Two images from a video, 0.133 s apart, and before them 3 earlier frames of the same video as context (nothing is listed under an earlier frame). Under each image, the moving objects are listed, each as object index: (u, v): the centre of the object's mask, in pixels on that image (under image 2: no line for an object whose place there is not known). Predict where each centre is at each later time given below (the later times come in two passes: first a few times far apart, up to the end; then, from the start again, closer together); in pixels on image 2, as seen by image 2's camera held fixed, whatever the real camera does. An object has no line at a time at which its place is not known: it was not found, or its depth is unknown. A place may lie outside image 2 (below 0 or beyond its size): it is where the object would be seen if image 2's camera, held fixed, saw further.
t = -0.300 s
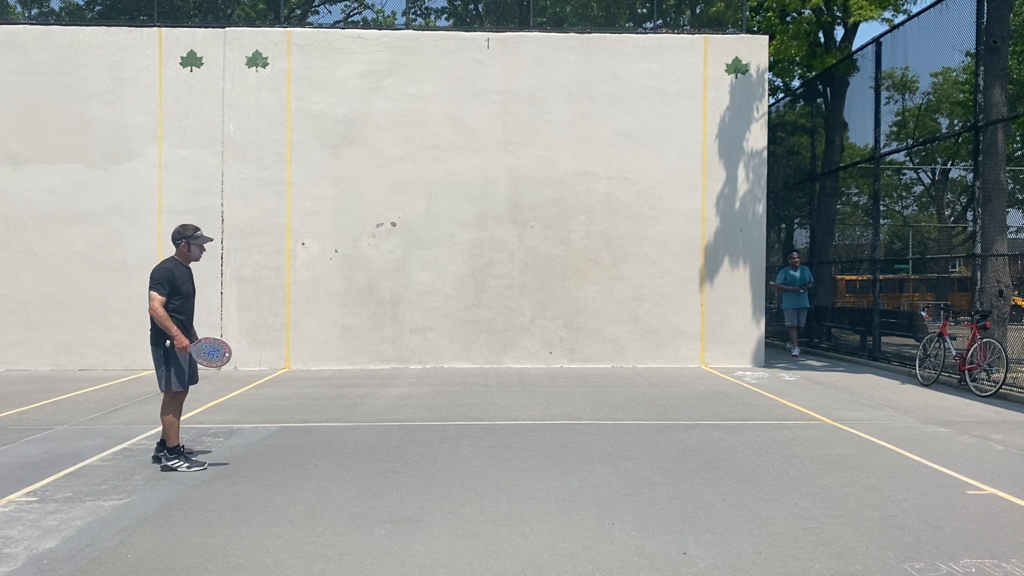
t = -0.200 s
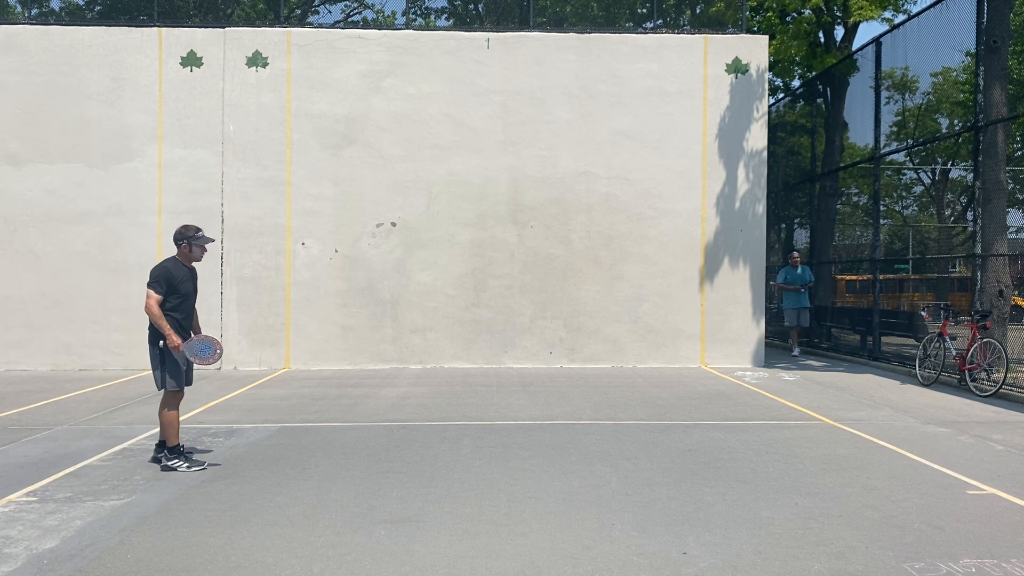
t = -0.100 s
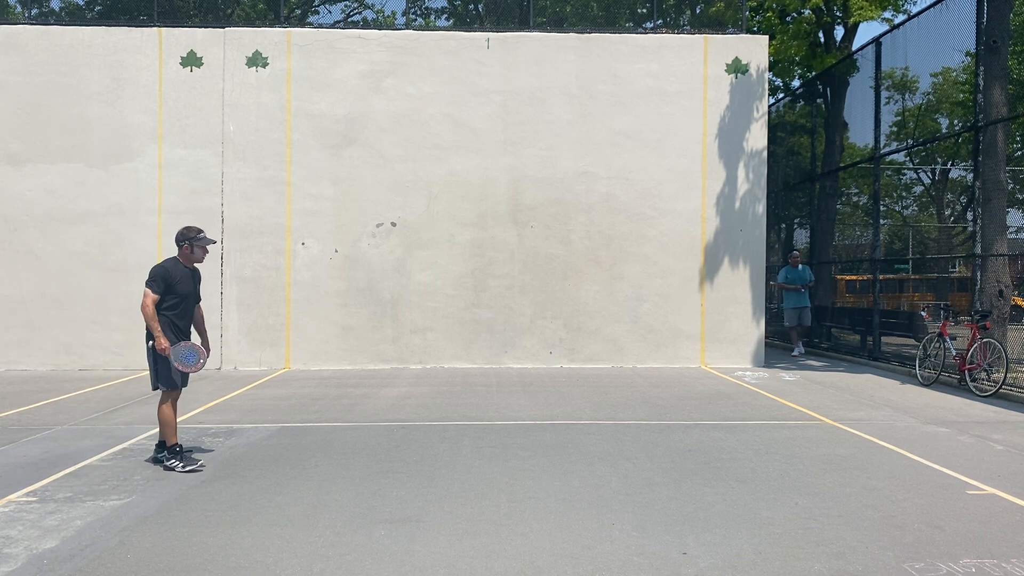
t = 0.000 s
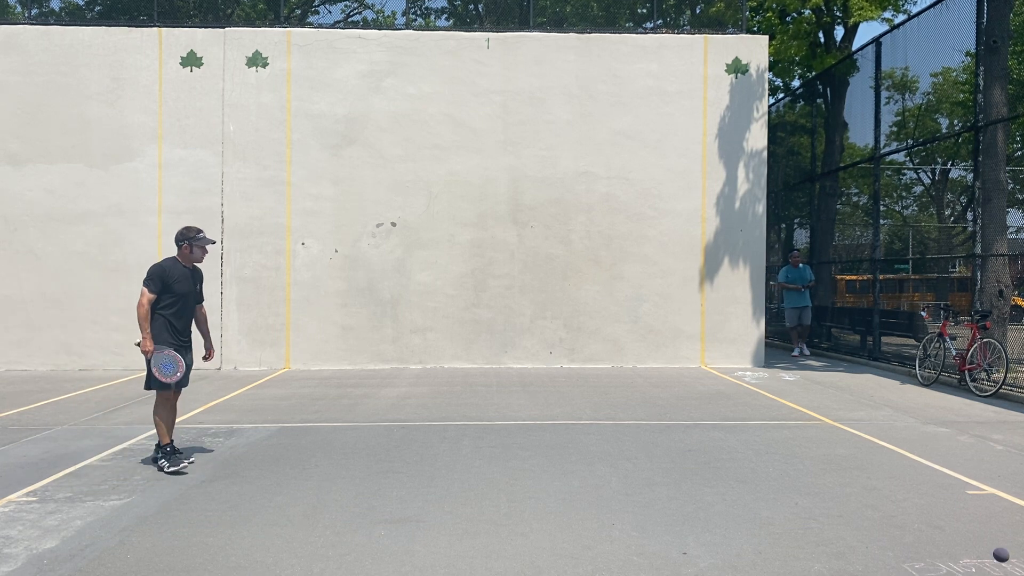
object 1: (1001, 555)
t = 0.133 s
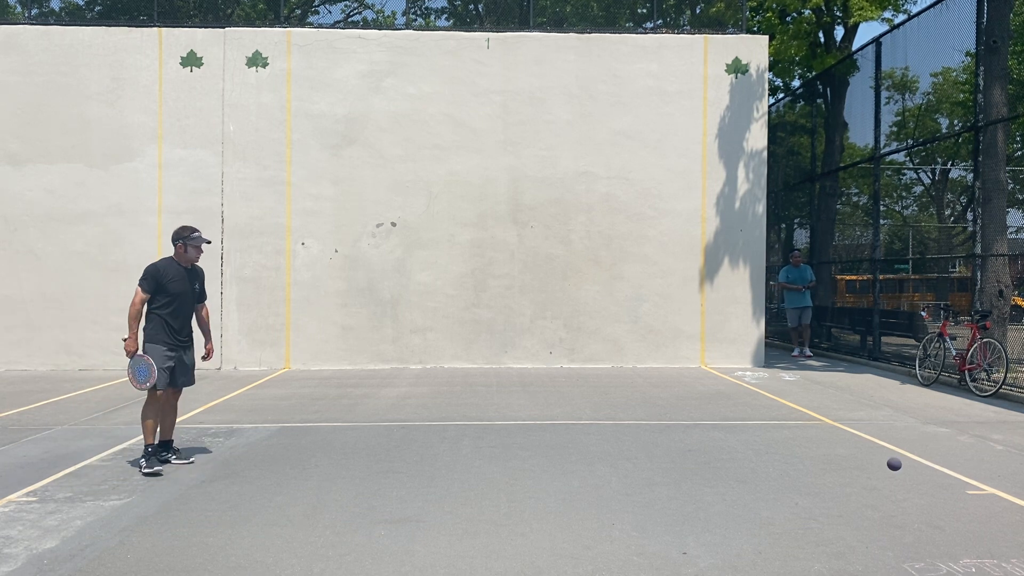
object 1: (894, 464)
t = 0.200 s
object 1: (845, 438)
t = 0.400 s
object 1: (712, 428)
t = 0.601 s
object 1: (598, 502)
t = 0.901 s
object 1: (452, 437)
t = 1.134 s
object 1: (354, 430)
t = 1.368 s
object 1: (267, 498)
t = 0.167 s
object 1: (869, 449)
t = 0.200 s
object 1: (845, 438)
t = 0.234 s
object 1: (822, 430)
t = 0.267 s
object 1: (799, 424)
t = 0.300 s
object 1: (776, 421)
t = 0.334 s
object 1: (754, 421)
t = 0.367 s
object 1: (733, 423)
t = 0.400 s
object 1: (712, 428)
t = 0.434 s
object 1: (691, 435)
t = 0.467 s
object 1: (672, 444)
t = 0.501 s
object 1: (652, 455)
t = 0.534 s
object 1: (634, 469)
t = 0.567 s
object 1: (615, 484)
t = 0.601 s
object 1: (598, 502)
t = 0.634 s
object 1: (580, 521)
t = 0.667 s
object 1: (564, 543)
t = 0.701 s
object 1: (547, 534)
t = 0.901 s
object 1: (452, 437)
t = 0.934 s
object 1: (438, 430)
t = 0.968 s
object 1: (423, 425)
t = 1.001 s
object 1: (409, 421)
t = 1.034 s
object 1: (395, 421)
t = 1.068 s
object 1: (381, 421)
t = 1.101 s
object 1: (368, 424)
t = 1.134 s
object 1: (354, 430)
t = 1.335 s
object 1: (279, 498)
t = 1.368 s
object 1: (267, 498)
